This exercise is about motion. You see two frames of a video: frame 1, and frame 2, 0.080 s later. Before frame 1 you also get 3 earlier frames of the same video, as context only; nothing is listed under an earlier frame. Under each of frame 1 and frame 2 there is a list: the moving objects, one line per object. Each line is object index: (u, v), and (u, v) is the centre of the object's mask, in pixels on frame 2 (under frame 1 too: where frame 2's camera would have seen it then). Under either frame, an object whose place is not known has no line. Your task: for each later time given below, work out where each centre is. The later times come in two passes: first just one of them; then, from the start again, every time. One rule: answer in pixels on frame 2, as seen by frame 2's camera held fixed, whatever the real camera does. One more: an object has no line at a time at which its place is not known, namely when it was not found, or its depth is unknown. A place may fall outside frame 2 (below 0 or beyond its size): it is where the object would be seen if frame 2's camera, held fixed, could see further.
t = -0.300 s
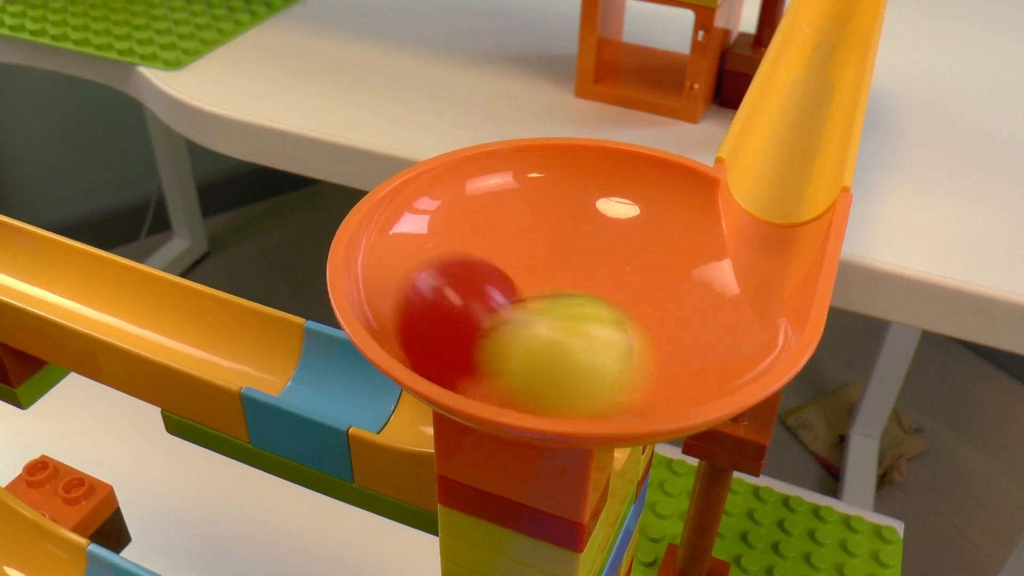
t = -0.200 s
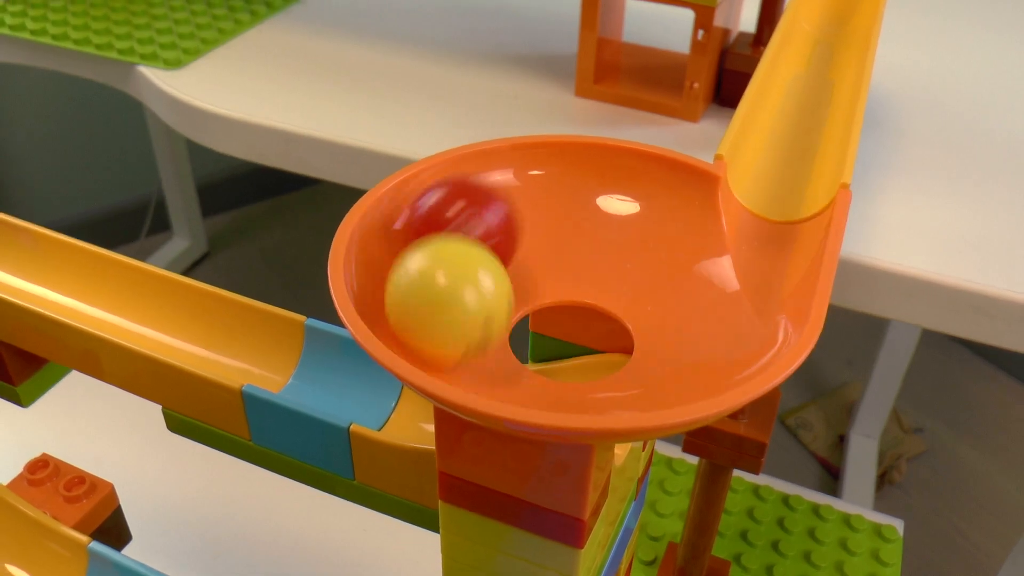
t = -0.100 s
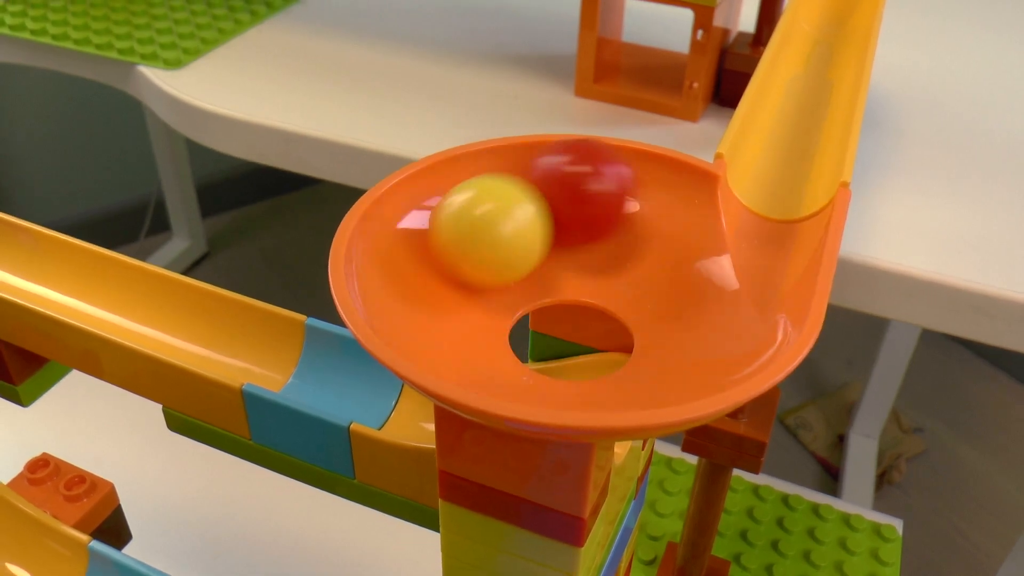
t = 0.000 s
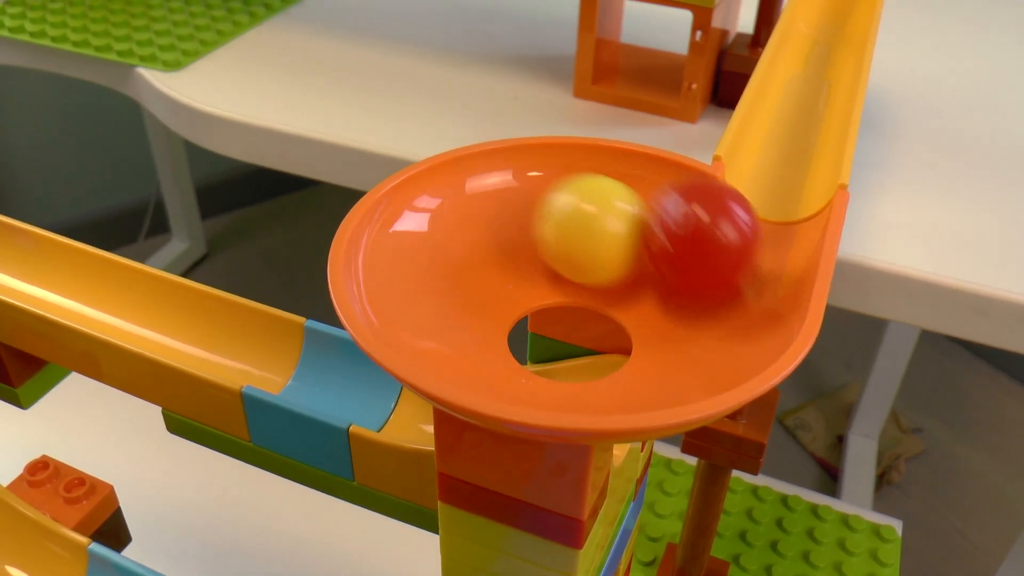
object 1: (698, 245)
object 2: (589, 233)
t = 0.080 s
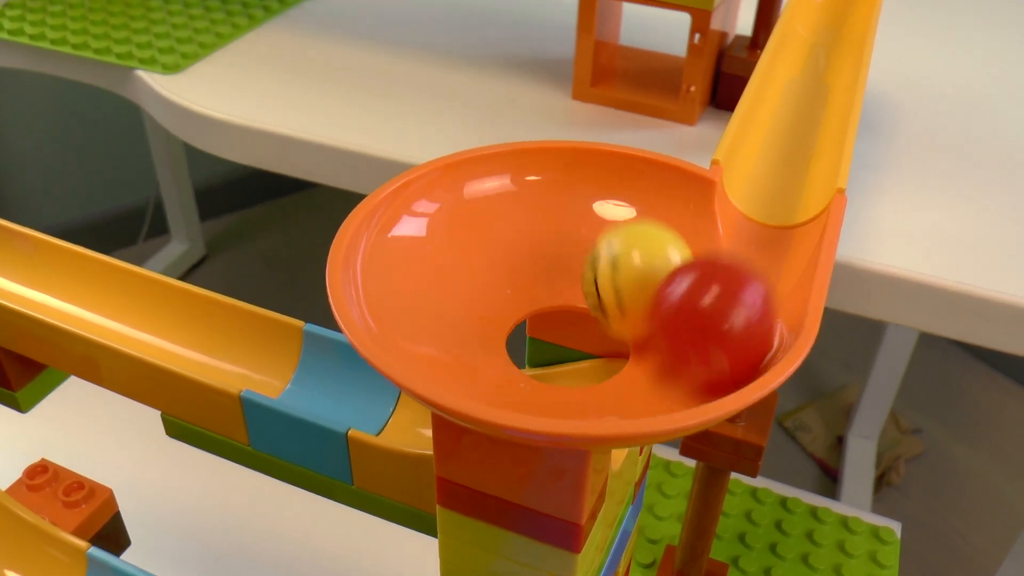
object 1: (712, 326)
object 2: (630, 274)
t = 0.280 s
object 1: (438, 309)
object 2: (544, 309)
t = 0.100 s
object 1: (695, 340)
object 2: (628, 282)
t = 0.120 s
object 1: (674, 350)
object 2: (624, 286)
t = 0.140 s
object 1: (643, 359)
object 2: (626, 288)
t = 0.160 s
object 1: (609, 364)
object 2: (625, 294)
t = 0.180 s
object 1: (570, 362)
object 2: (624, 309)
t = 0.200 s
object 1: (534, 358)
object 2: (608, 320)
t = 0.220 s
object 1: (500, 350)
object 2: (588, 325)
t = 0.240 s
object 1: (472, 338)
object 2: (569, 324)
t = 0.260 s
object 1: (451, 324)
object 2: (553, 317)
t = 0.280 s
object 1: (438, 309)
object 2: (544, 309)
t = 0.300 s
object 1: (434, 294)
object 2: (545, 296)
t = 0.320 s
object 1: (436, 278)
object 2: (551, 287)
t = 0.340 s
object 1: (441, 259)
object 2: (562, 282)
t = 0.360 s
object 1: (454, 242)
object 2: (574, 279)
